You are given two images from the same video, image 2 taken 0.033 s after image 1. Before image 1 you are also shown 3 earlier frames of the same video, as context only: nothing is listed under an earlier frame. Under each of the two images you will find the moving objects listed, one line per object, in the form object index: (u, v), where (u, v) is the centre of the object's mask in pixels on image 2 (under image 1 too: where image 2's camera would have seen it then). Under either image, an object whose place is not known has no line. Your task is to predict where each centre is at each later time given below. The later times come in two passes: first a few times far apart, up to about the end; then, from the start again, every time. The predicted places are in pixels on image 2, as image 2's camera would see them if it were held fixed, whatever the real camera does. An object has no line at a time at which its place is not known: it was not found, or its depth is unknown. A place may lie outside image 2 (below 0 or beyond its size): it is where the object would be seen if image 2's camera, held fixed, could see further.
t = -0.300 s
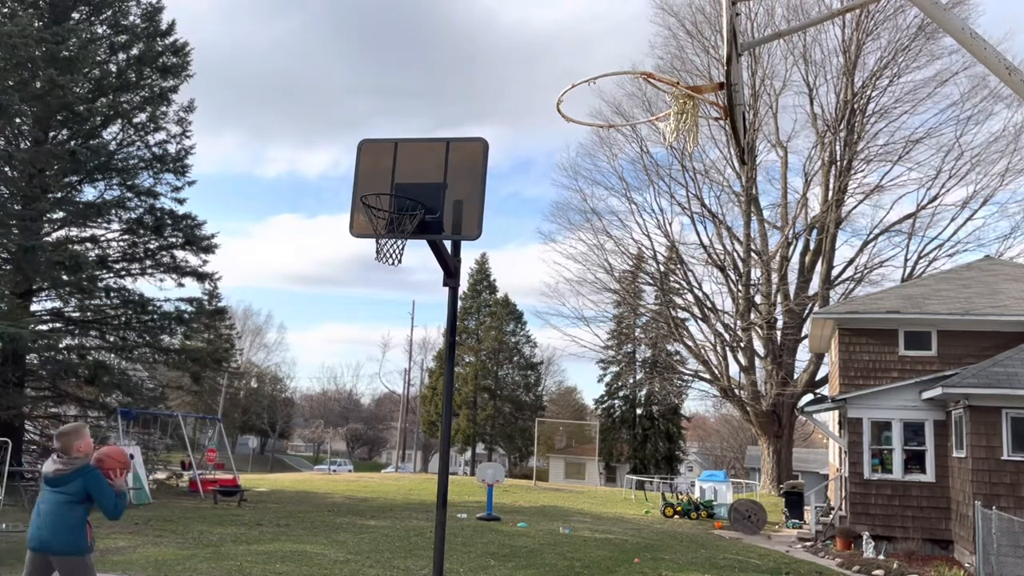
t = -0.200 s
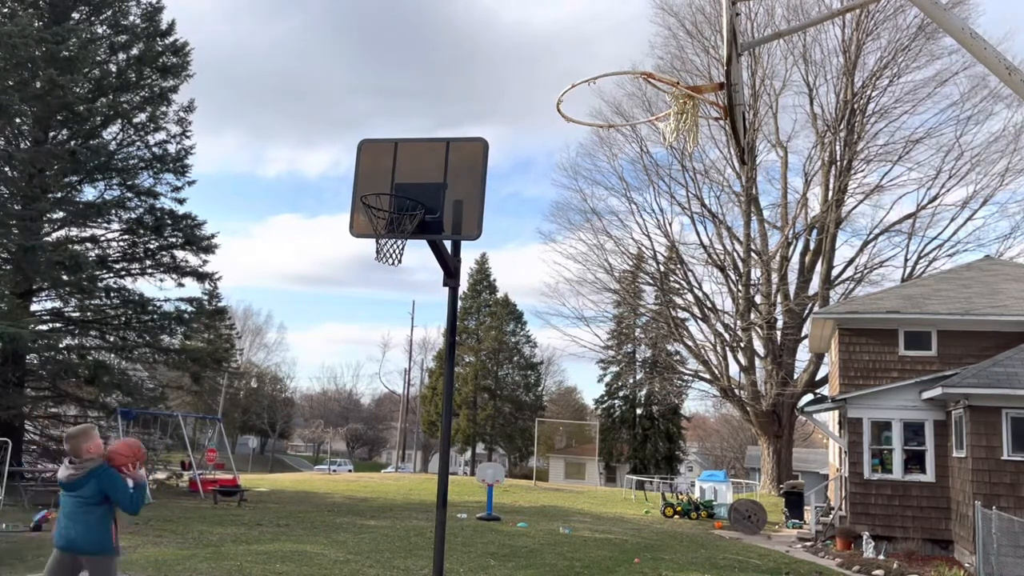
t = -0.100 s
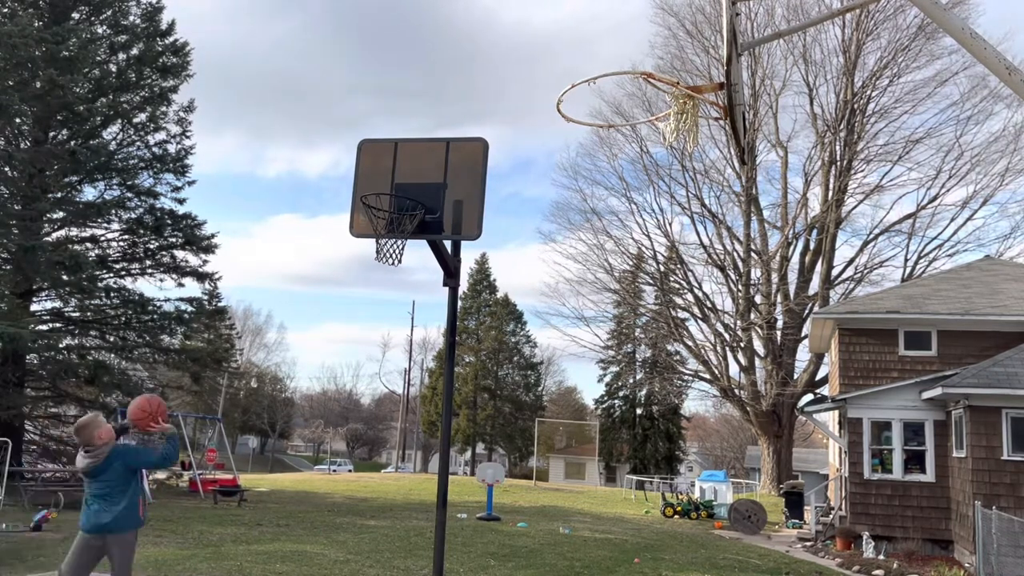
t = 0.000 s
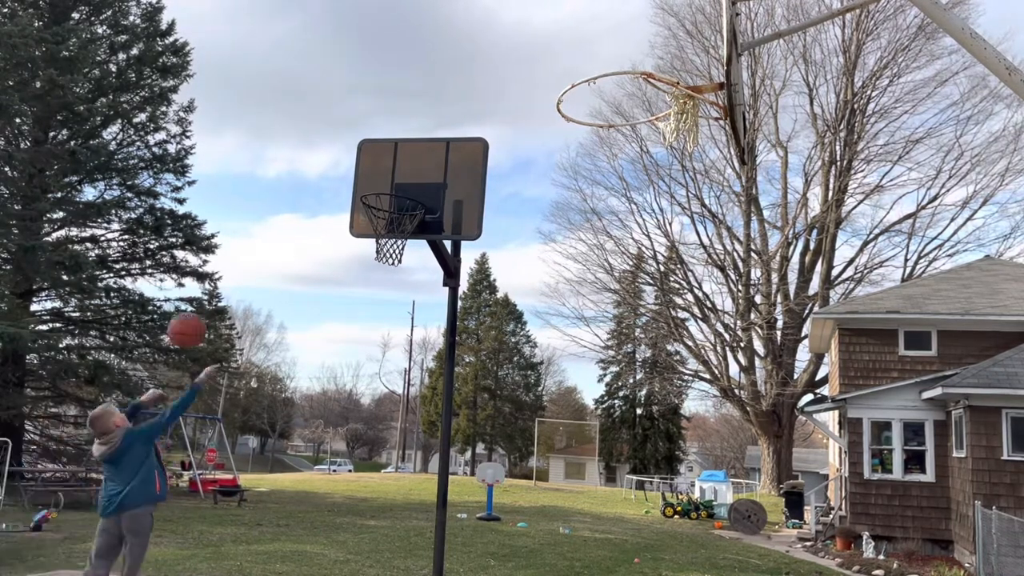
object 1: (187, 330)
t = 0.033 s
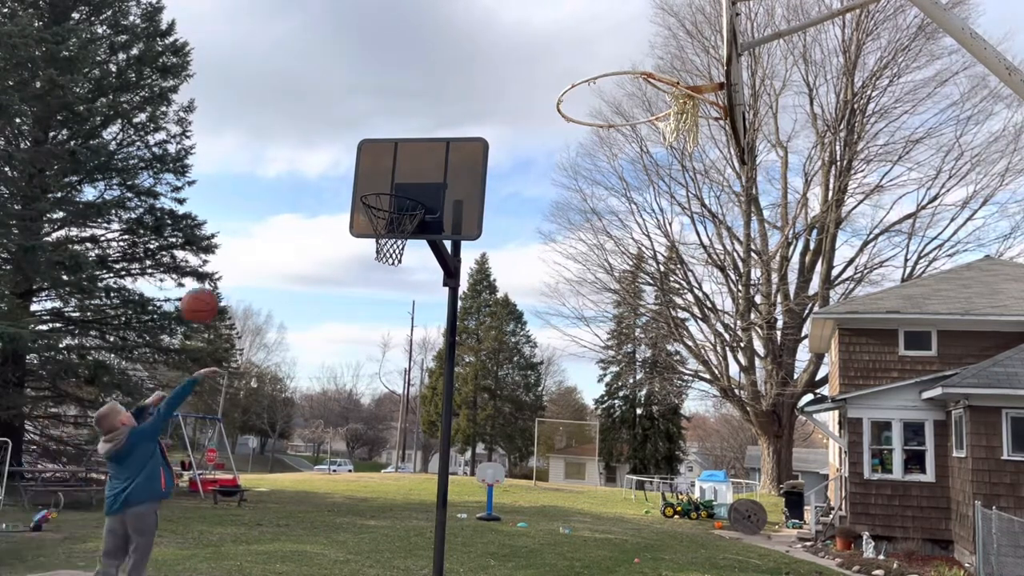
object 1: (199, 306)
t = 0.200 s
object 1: (259, 210)
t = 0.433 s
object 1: (326, 153)
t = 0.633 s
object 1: (373, 164)
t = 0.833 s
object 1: (411, 186)
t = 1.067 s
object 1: (422, 189)
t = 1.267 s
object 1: (440, 190)
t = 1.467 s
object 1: (451, 217)
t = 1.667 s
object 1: (457, 296)
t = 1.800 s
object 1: (459, 381)
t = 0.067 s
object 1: (213, 281)
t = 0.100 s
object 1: (225, 261)
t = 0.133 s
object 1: (236, 242)
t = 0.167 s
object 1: (248, 225)
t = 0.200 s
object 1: (259, 210)
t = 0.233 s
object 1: (269, 197)
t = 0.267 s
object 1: (279, 186)
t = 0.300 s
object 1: (289, 176)
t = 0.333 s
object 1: (299, 168)
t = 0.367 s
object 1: (308, 161)
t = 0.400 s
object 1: (317, 156)
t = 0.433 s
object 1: (326, 153)
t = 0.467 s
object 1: (334, 151)
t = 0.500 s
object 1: (342, 151)
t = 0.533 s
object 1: (351, 152)
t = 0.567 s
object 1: (359, 154)
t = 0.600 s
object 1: (366, 158)
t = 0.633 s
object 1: (373, 164)
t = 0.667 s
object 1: (381, 169)
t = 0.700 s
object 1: (389, 178)
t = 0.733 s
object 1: (395, 184)
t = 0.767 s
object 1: (403, 197)
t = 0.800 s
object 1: (407, 192)
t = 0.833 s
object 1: (411, 186)
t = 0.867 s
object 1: (412, 183)
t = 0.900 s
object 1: (414, 182)
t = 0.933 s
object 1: (415, 181)
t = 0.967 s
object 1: (417, 181)
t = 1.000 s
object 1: (419, 184)
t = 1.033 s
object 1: (420, 185)
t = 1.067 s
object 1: (422, 189)
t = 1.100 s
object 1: (426, 193)
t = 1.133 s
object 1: (427, 192)
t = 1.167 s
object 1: (430, 190)
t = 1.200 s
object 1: (434, 189)
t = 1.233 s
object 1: (437, 189)
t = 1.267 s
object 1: (440, 190)
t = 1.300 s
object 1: (442, 191)
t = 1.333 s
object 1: (444, 194)
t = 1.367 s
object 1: (446, 198)
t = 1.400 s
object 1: (447, 202)
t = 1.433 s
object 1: (449, 209)
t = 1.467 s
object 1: (451, 217)
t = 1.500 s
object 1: (451, 226)
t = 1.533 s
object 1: (453, 237)
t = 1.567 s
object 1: (454, 250)
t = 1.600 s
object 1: (455, 263)
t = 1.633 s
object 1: (456, 279)
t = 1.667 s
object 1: (457, 296)
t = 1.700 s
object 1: (458, 315)
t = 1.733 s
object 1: (459, 335)
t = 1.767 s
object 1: (460, 356)
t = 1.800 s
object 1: (459, 381)
